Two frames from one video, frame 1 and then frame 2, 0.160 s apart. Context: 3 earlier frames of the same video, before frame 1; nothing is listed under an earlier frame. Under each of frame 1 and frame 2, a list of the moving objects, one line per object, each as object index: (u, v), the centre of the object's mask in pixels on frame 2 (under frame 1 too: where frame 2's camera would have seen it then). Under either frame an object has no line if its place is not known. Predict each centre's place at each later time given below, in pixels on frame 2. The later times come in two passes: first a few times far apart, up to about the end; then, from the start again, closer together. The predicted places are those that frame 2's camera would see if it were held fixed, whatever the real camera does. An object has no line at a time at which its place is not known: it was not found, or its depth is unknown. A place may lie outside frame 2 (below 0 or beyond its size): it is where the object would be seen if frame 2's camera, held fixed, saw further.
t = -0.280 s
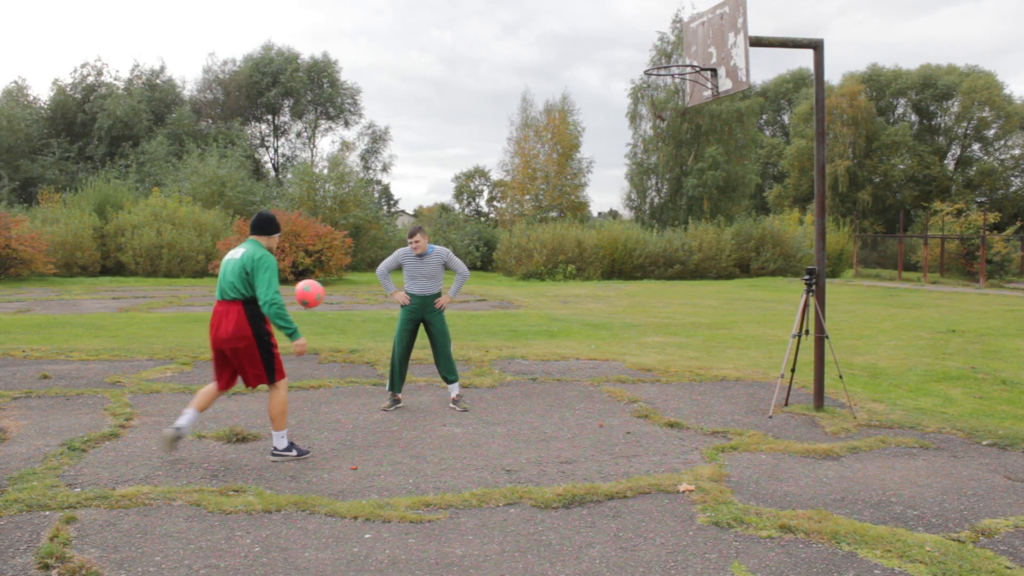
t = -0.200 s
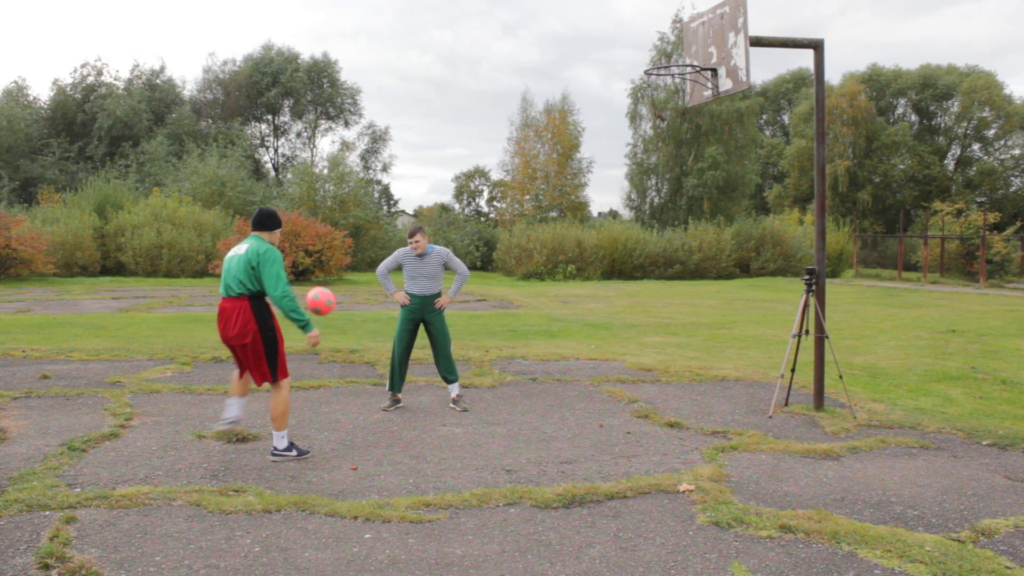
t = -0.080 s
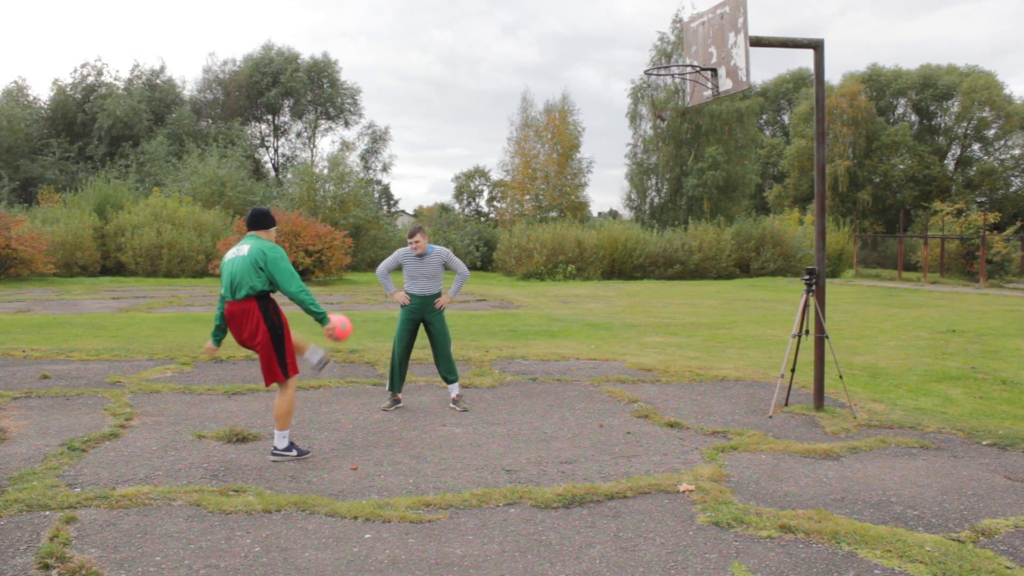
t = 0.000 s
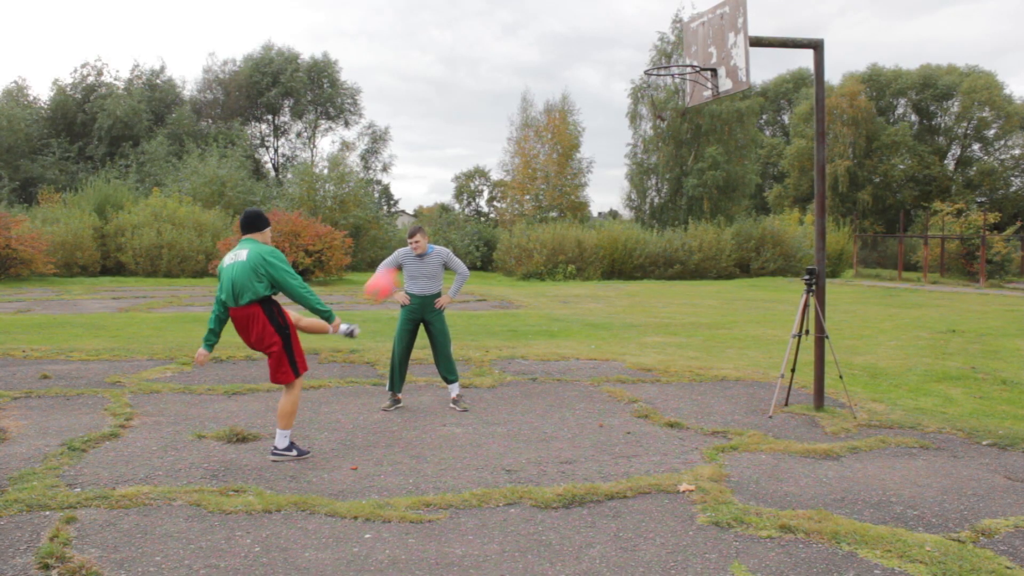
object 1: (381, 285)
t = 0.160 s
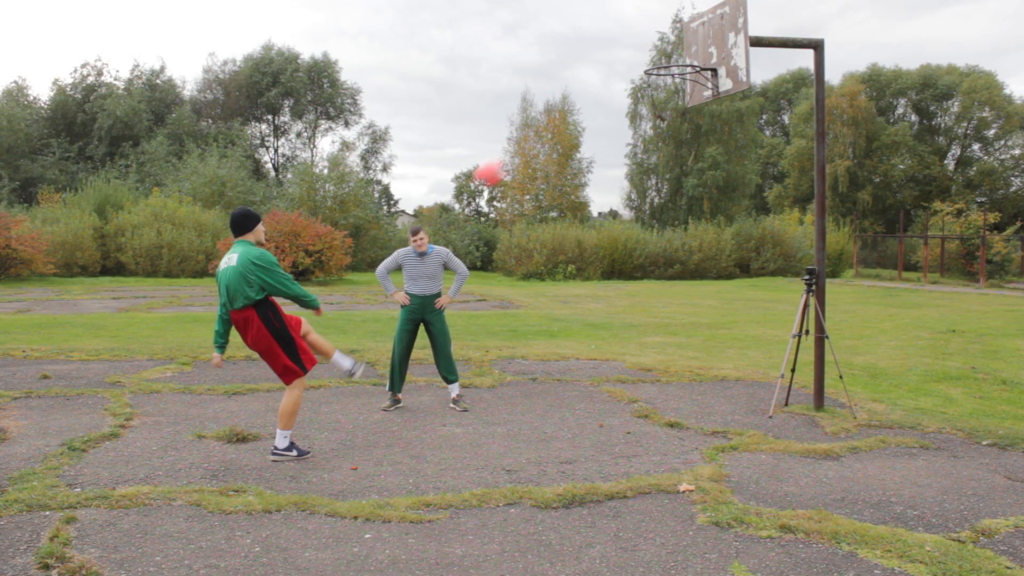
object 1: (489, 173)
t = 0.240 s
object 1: (540, 131)
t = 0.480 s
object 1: (610, 85)
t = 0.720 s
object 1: (526, 147)
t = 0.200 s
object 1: (518, 149)
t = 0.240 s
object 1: (540, 131)
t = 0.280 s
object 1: (563, 115)
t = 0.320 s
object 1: (587, 101)
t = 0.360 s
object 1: (609, 89)
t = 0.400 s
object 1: (631, 79)
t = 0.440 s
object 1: (626, 79)
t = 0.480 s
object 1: (610, 85)
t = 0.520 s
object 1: (595, 92)
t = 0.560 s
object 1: (580, 100)
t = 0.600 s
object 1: (565, 109)
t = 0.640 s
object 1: (552, 120)
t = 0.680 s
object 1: (539, 133)
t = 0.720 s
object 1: (526, 147)
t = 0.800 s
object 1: (501, 178)
